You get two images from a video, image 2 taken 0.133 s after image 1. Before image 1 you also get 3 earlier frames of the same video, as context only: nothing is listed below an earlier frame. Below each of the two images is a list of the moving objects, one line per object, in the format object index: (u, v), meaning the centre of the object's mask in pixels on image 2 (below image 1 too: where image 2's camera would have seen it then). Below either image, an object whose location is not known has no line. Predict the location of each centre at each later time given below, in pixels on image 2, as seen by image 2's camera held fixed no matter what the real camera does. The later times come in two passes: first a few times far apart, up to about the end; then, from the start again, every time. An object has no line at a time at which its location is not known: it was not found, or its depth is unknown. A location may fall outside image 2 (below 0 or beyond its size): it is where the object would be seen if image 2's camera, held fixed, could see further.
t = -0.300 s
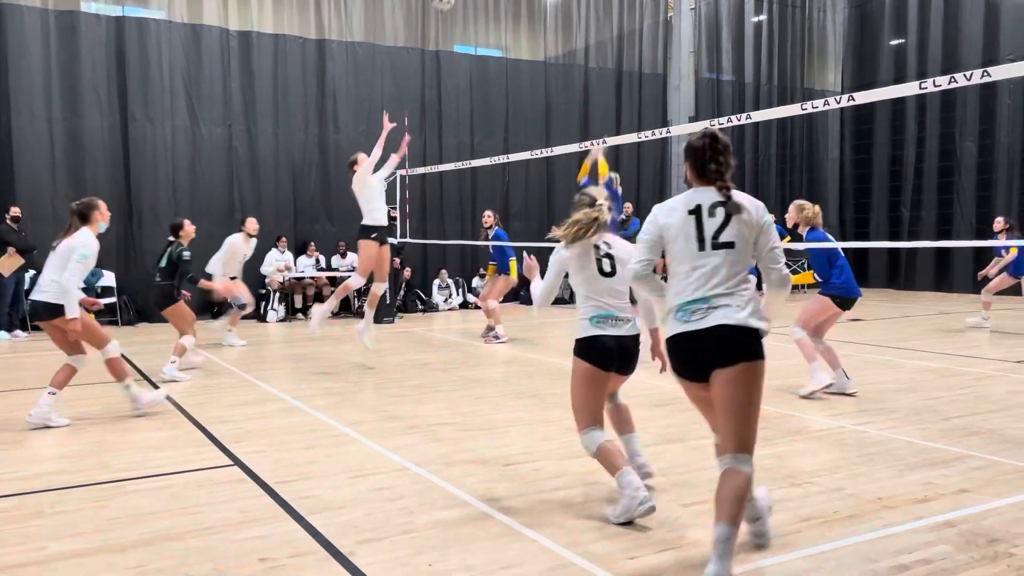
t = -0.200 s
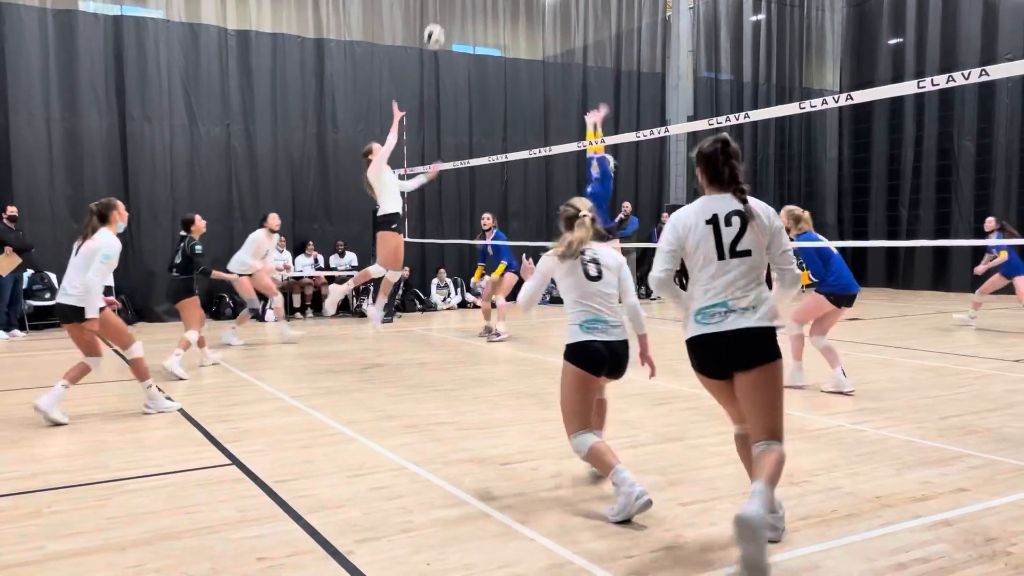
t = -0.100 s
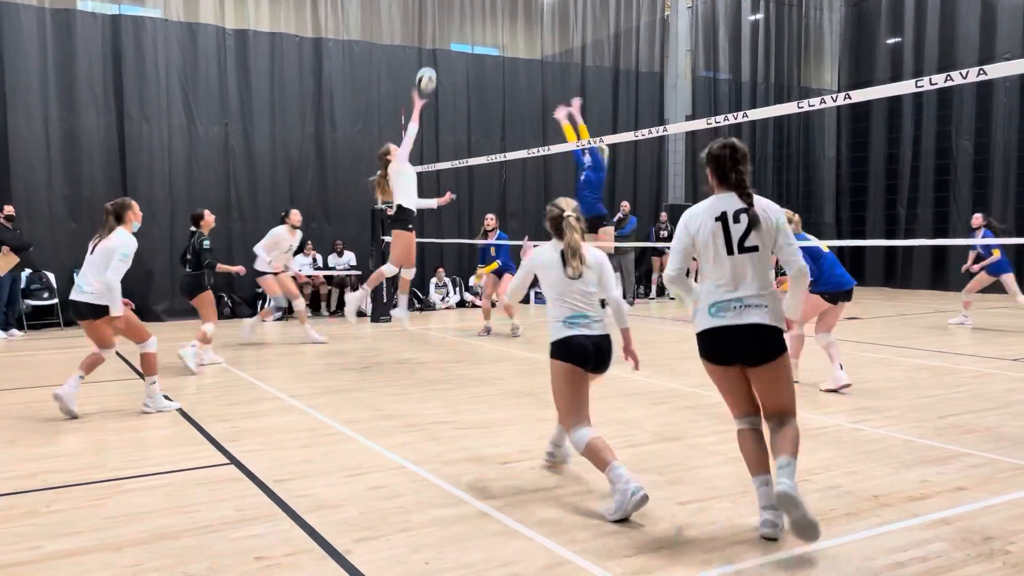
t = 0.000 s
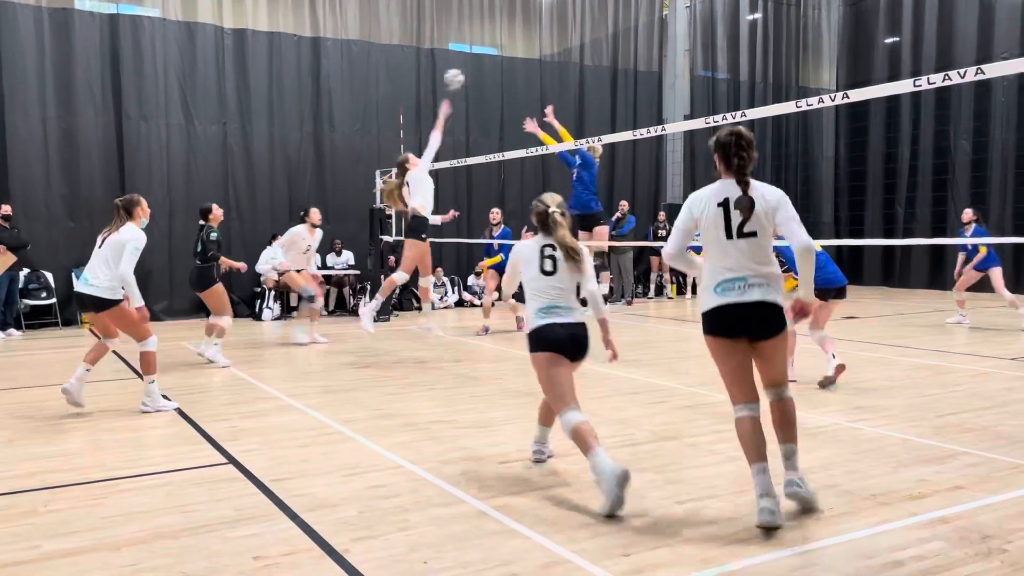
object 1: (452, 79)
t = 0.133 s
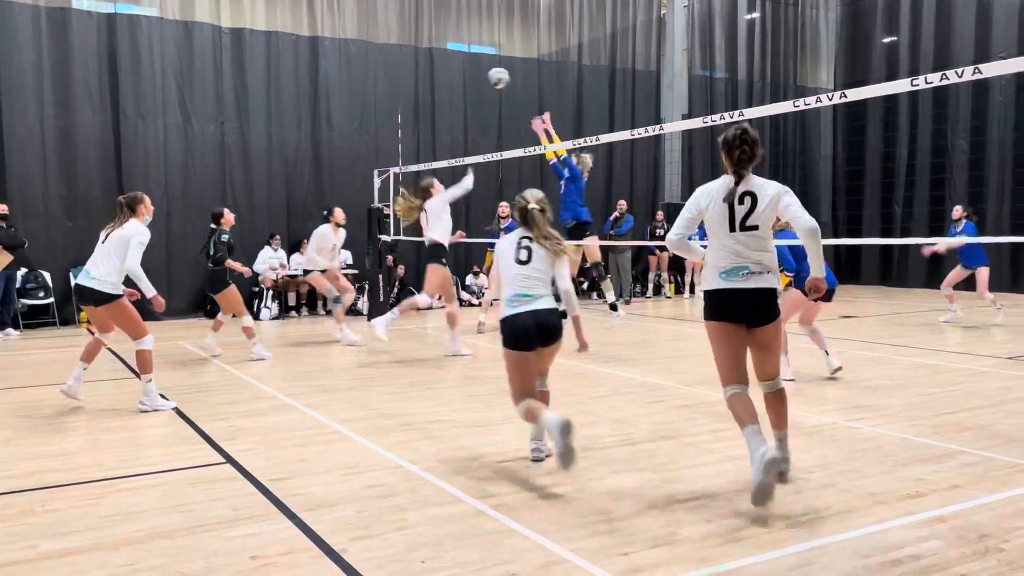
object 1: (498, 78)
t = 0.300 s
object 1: (553, 99)
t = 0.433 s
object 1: (591, 129)
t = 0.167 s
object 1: (510, 80)
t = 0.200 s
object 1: (521, 84)
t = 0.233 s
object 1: (531, 88)
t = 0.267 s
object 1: (543, 92)
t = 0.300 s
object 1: (553, 99)
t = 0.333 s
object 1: (563, 106)
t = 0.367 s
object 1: (573, 113)
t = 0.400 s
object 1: (582, 122)
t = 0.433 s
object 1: (591, 129)
